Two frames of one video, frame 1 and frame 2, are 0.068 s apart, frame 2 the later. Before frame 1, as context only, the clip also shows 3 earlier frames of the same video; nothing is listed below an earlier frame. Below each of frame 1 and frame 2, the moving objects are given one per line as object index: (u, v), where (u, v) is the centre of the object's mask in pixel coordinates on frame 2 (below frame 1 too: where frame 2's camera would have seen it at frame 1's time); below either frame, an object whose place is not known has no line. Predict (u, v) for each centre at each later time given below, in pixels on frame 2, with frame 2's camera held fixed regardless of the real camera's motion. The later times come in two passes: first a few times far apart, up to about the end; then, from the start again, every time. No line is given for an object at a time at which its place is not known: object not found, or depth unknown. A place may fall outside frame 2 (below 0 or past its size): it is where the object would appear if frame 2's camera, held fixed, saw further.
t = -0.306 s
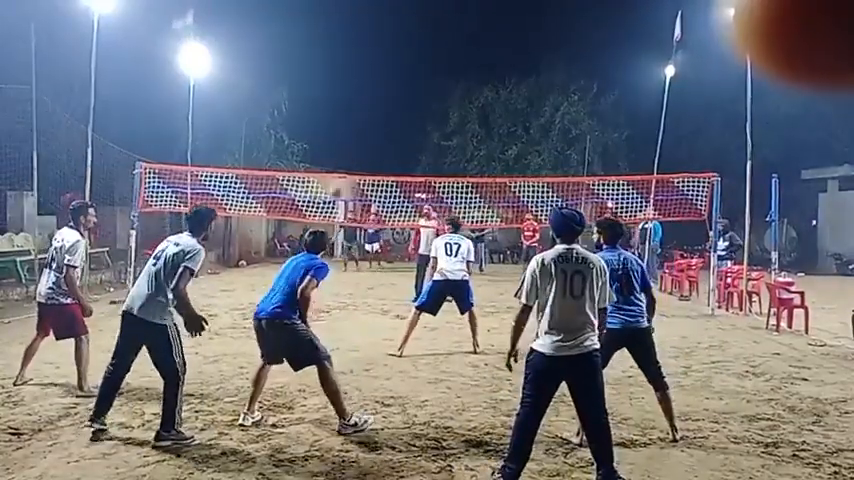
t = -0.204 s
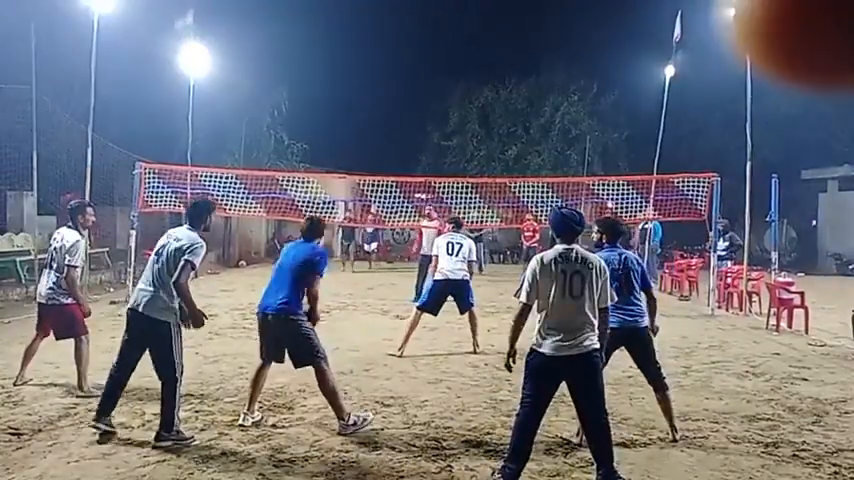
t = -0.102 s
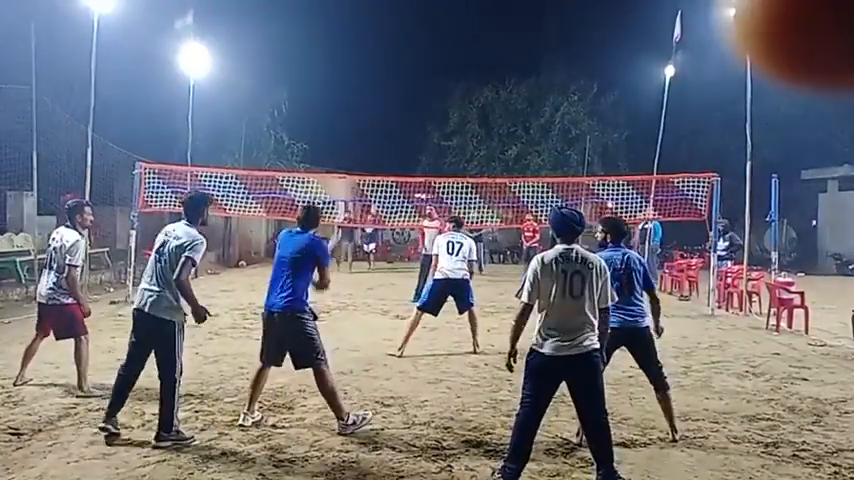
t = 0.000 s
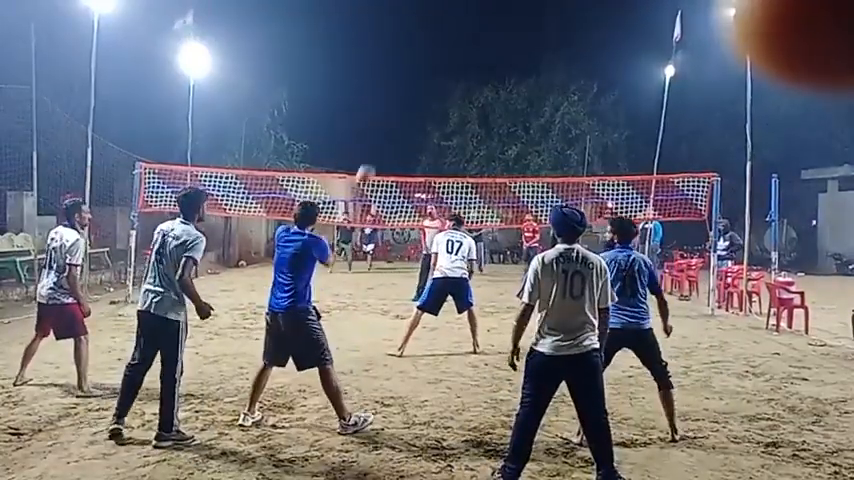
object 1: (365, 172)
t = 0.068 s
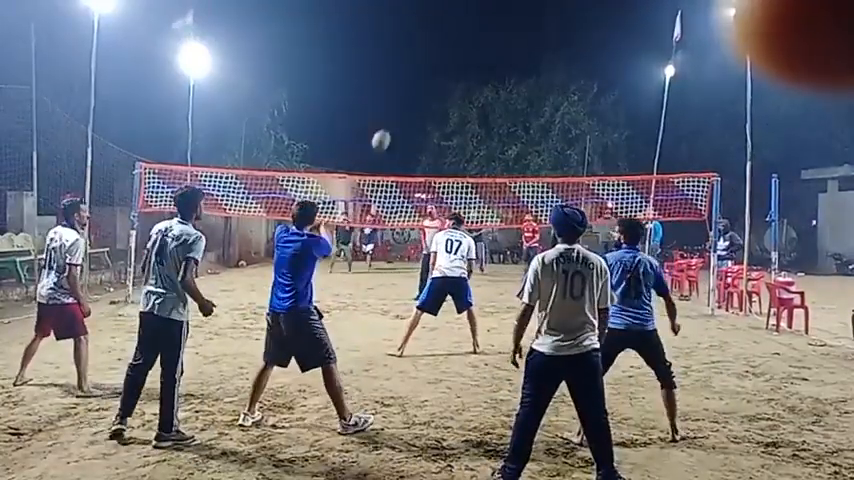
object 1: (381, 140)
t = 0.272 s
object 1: (415, 80)
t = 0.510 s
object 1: (443, 62)
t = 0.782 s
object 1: (464, 83)
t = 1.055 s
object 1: (478, 129)
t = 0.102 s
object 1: (387, 127)
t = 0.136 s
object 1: (393, 115)
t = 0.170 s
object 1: (400, 103)
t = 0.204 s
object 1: (405, 94)
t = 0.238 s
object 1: (410, 87)
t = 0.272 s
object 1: (415, 80)
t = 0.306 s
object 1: (420, 75)
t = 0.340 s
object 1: (424, 70)
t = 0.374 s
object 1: (428, 67)
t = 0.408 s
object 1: (432, 65)
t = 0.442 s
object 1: (436, 63)
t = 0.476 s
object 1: (440, 62)
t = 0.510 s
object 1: (443, 62)
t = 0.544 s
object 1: (446, 63)
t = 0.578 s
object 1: (449, 64)
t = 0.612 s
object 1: (452, 65)
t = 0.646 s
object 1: (455, 68)
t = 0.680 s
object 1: (457, 71)
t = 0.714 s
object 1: (460, 75)
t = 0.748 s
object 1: (462, 79)
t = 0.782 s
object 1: (464, 83)
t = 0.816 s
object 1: (466, 88)
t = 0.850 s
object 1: (468, 92)
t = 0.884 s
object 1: (470, 98)
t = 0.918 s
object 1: (472, 104)
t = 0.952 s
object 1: (473, 109)
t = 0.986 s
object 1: (475, 115)
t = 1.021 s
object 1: (476, 122)
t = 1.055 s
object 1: (478, 129)
